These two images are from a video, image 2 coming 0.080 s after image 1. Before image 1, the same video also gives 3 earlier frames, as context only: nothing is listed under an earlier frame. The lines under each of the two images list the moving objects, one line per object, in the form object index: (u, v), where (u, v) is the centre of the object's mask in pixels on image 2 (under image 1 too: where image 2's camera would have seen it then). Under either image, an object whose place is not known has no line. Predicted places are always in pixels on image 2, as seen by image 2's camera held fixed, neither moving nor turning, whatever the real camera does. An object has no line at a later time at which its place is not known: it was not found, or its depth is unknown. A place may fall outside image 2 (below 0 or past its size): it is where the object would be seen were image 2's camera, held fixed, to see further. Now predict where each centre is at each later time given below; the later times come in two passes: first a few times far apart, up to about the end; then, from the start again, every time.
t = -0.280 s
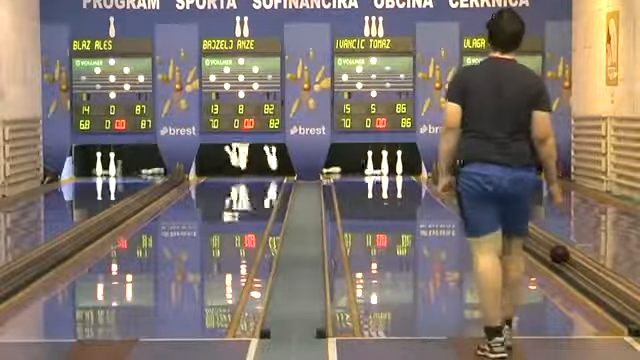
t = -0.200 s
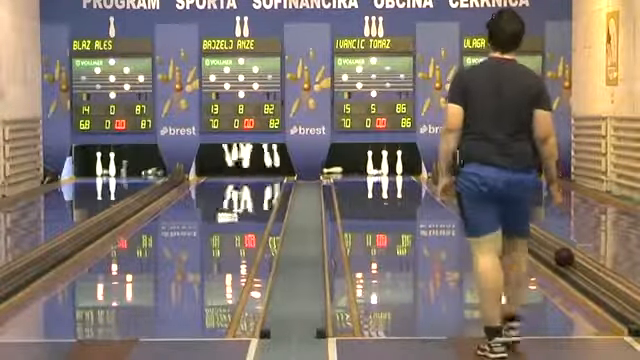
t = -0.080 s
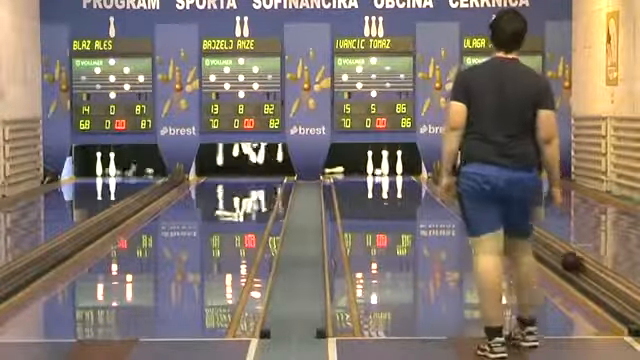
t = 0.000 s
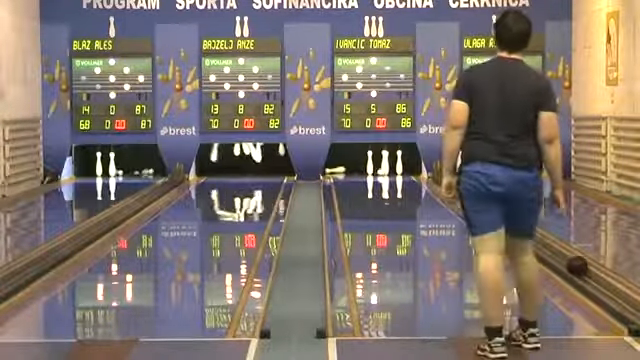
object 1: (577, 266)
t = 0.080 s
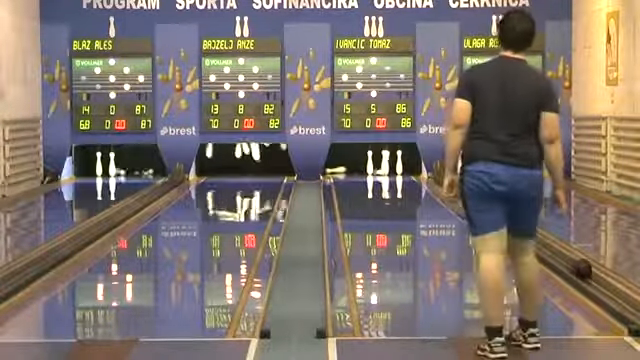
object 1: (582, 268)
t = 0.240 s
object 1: (595, 277)
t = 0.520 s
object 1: (618, 294)
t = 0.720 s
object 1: (632, 305)
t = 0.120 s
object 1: (586, 272)
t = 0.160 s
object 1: (588, 273)
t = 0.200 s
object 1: (591, 276)
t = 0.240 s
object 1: (595, 277)
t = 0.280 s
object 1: (597, 280)
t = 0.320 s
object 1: (601, 282)
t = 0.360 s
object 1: (604, 284)
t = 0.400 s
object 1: (607, 286)
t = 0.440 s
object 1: (611, 288)
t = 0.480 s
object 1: (614, 291)
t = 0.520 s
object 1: (618, 294)
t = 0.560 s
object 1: (622, 297)
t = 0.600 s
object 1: (626, 299)
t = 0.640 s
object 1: (629, 301)
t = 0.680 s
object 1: (631, 303)
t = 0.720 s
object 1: (632, 305)
